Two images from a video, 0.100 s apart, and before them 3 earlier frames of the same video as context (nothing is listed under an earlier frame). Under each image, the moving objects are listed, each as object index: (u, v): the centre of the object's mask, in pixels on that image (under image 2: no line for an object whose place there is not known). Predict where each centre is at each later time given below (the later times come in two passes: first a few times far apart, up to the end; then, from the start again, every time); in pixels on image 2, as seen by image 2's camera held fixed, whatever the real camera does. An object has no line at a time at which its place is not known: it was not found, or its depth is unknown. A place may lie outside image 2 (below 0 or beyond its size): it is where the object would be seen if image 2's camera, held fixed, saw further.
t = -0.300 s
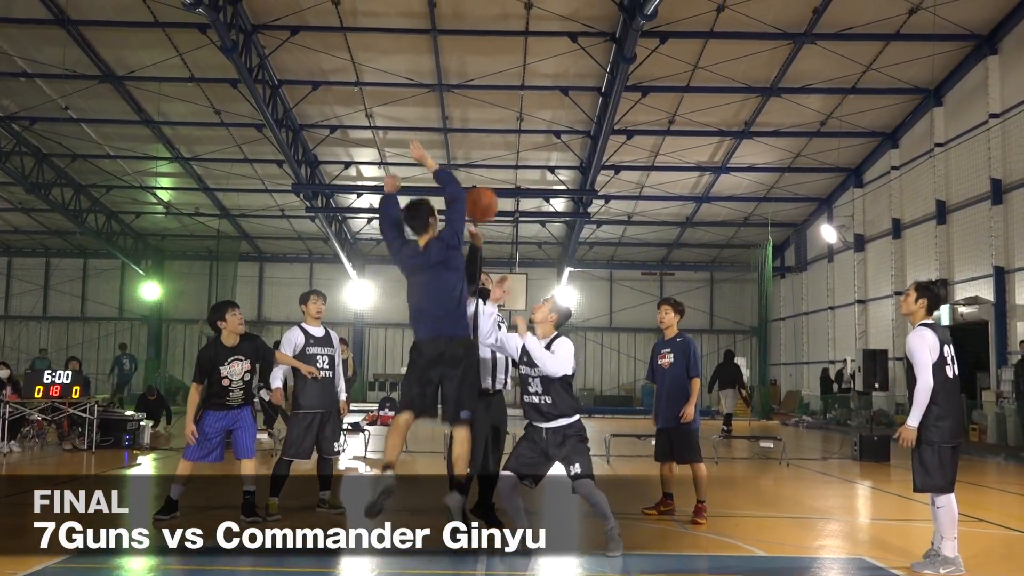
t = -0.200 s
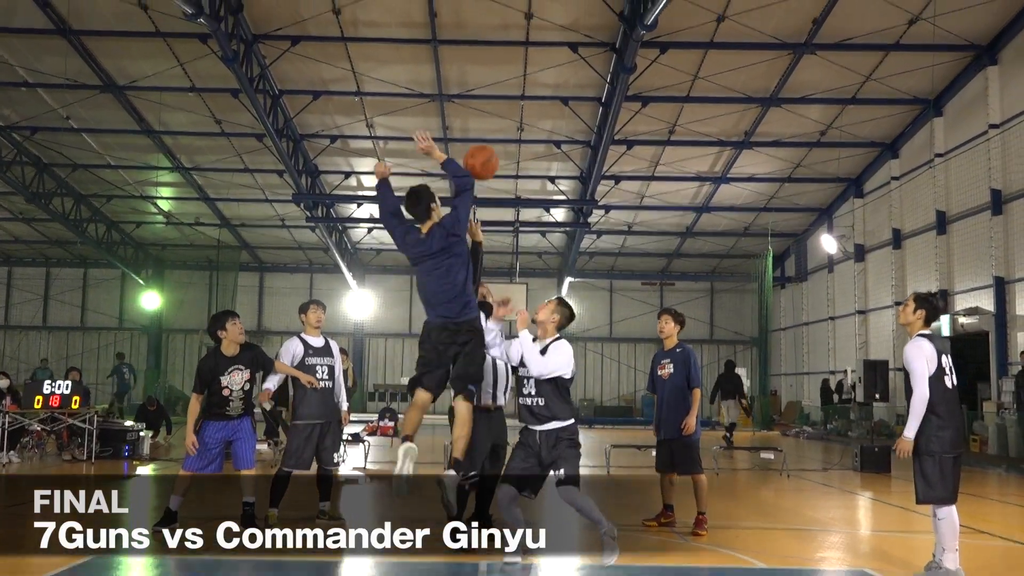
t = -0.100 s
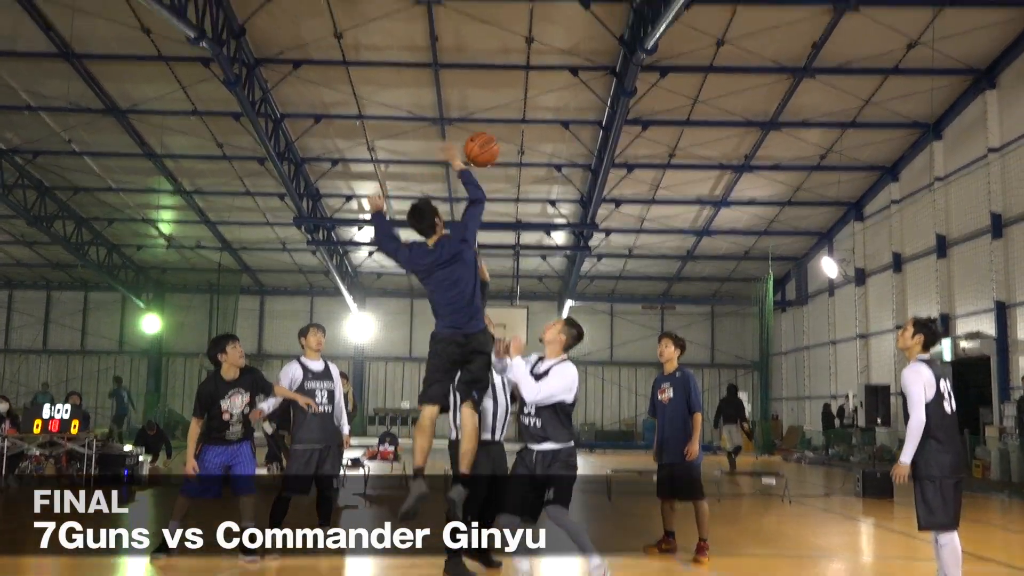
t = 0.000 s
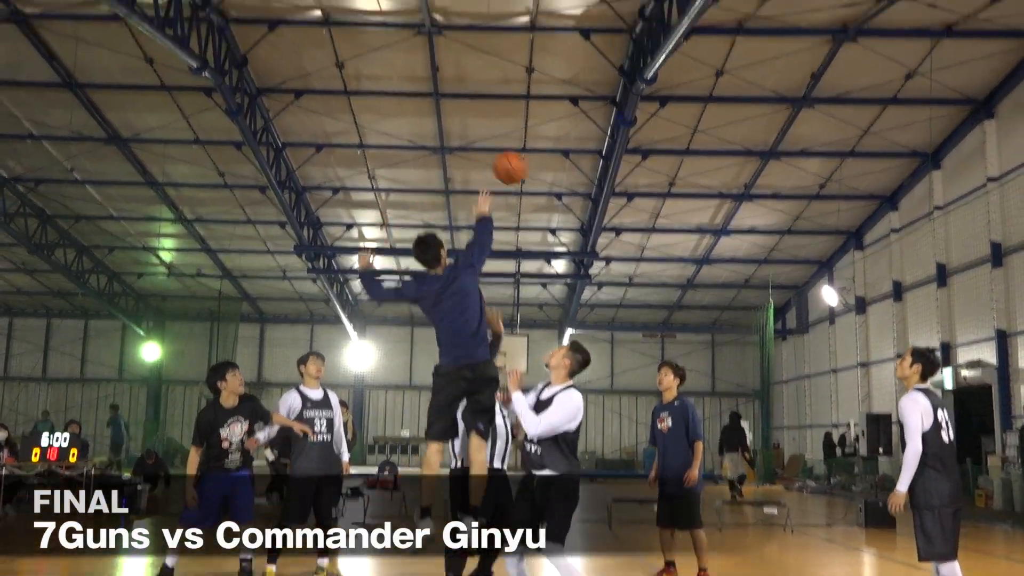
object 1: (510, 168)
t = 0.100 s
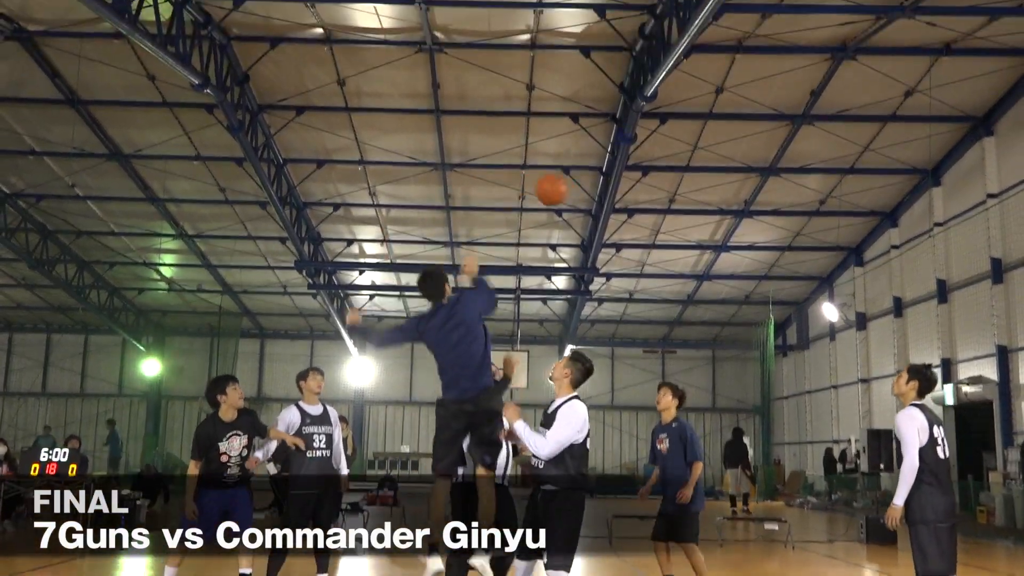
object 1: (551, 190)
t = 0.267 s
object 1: (611, 225)
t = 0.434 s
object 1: (664, 288)
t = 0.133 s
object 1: (564, 195)
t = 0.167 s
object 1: (576, 201)
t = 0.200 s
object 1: (588, 208)
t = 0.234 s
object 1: (600, 216)
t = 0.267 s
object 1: (611, 225)
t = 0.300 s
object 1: (622, 236)
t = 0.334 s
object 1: (633, 247)
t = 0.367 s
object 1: (644, 259)
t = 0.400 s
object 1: (654, 272)
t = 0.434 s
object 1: (664, 288)
